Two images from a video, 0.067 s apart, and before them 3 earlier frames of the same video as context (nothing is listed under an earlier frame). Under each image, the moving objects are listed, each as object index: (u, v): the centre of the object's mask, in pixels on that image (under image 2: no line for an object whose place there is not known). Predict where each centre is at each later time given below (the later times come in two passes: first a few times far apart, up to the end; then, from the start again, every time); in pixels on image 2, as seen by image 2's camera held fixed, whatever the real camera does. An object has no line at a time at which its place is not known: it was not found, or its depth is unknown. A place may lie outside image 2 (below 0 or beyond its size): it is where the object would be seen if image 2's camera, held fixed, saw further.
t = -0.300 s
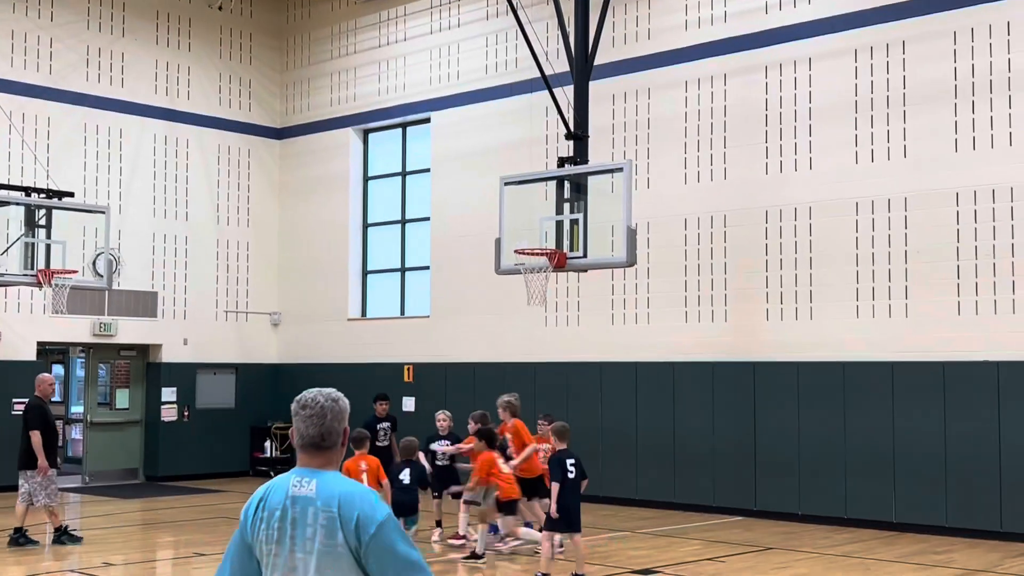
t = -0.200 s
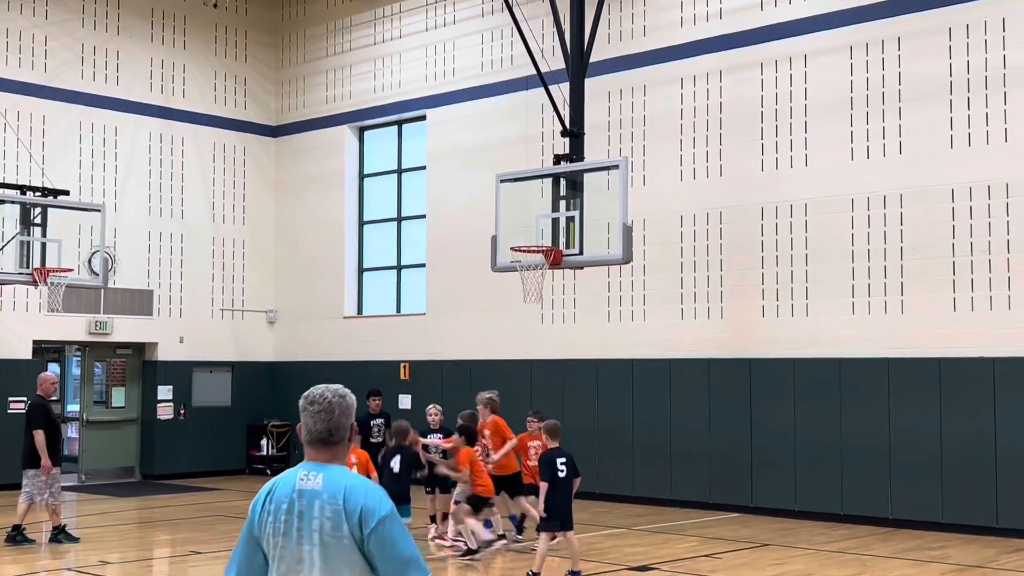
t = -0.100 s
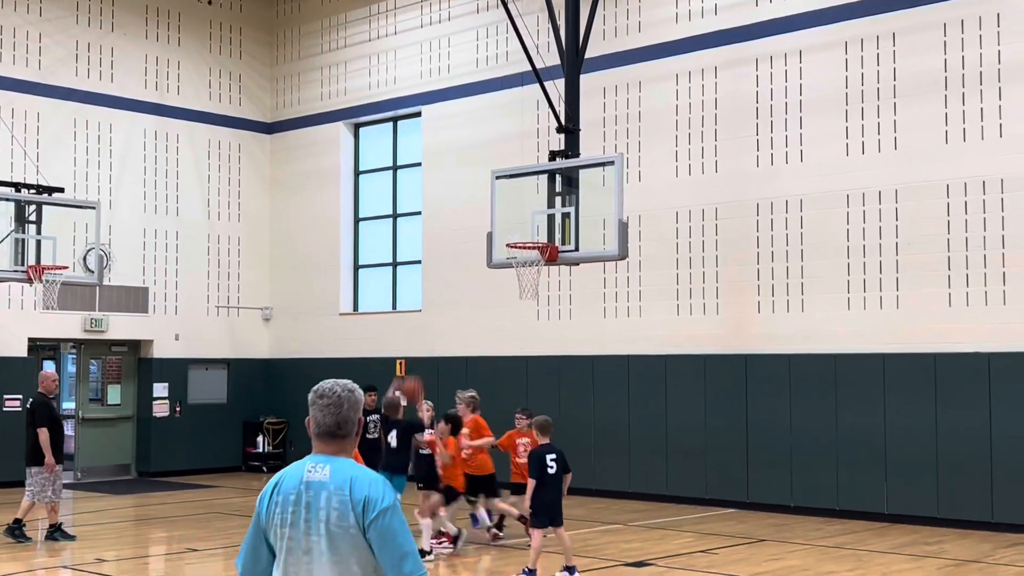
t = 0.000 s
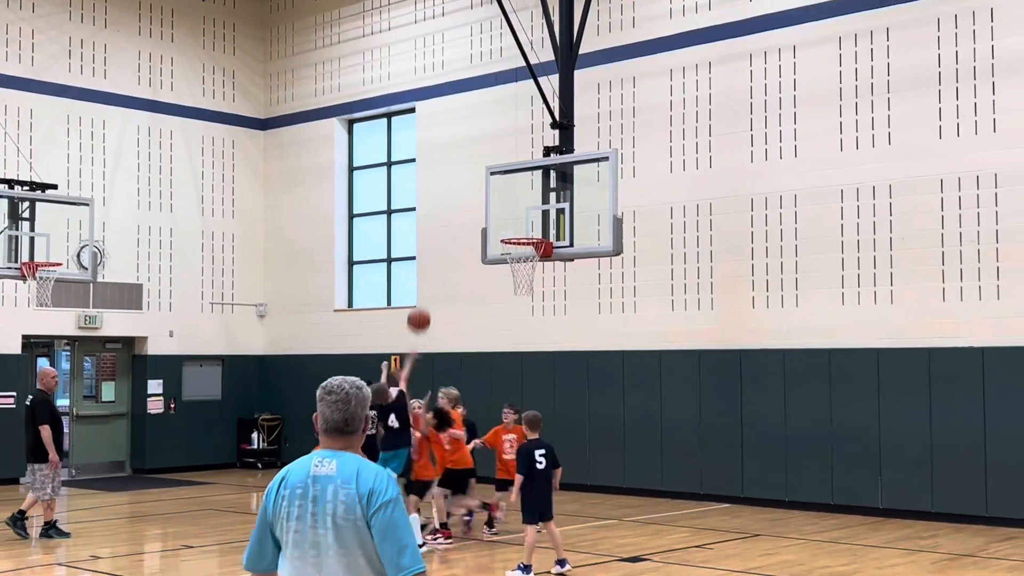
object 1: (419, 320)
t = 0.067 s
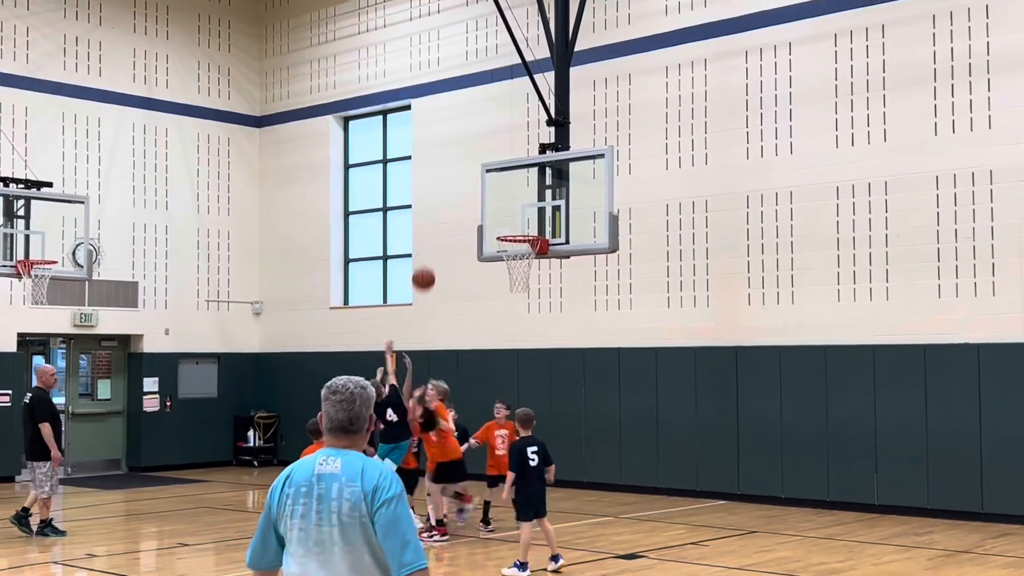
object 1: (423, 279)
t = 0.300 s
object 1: (452, 183)
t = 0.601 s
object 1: (486, 144)
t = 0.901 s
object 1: (519, 186)
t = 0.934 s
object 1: (522, 195)
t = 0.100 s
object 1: (428, 261)
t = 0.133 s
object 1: (432, 245)
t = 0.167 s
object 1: (436, 230)
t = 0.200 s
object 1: (440, 217)
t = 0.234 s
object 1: (444, 204)
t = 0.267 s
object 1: (448, 193)
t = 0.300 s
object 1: (452, 183)
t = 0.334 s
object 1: (456, 174)
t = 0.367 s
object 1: (460, 167)
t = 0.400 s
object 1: (464, 160)
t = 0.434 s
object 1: (468, 155)
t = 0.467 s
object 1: (471, 150)
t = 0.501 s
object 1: (475, 147)
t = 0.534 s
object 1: (479, 145)
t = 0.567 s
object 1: (483, 144)
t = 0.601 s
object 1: (486, 144)
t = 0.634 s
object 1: (490, 145)
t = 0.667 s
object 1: (494, 146)
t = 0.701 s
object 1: (498, 149)
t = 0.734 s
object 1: (501, 153)
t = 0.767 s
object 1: (505, 158)
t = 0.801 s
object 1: (508, 163)
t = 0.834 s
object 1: (512, 170)
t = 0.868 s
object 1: (516, 178)
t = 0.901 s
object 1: (519, 186)
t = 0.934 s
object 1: (522, 195)
